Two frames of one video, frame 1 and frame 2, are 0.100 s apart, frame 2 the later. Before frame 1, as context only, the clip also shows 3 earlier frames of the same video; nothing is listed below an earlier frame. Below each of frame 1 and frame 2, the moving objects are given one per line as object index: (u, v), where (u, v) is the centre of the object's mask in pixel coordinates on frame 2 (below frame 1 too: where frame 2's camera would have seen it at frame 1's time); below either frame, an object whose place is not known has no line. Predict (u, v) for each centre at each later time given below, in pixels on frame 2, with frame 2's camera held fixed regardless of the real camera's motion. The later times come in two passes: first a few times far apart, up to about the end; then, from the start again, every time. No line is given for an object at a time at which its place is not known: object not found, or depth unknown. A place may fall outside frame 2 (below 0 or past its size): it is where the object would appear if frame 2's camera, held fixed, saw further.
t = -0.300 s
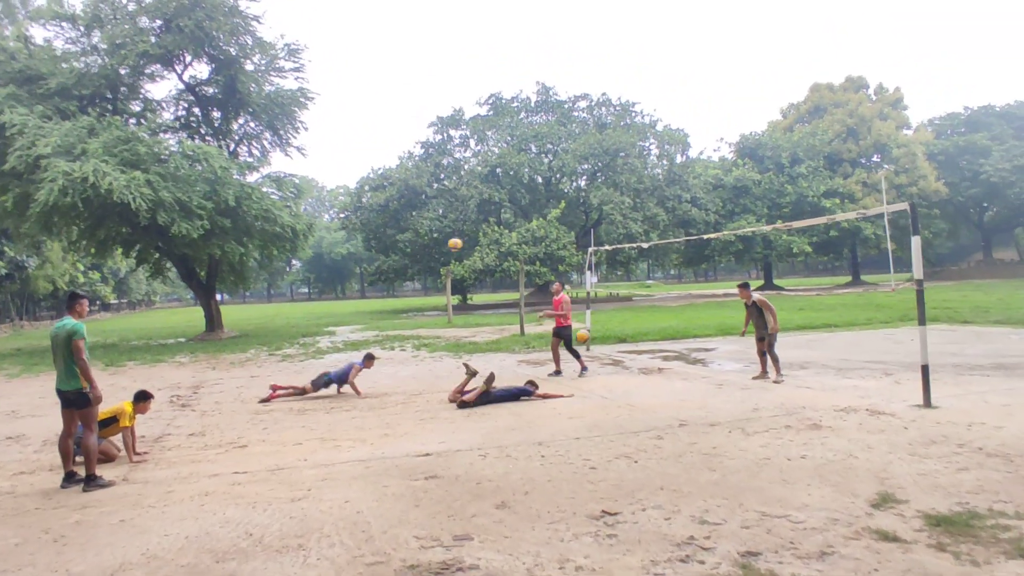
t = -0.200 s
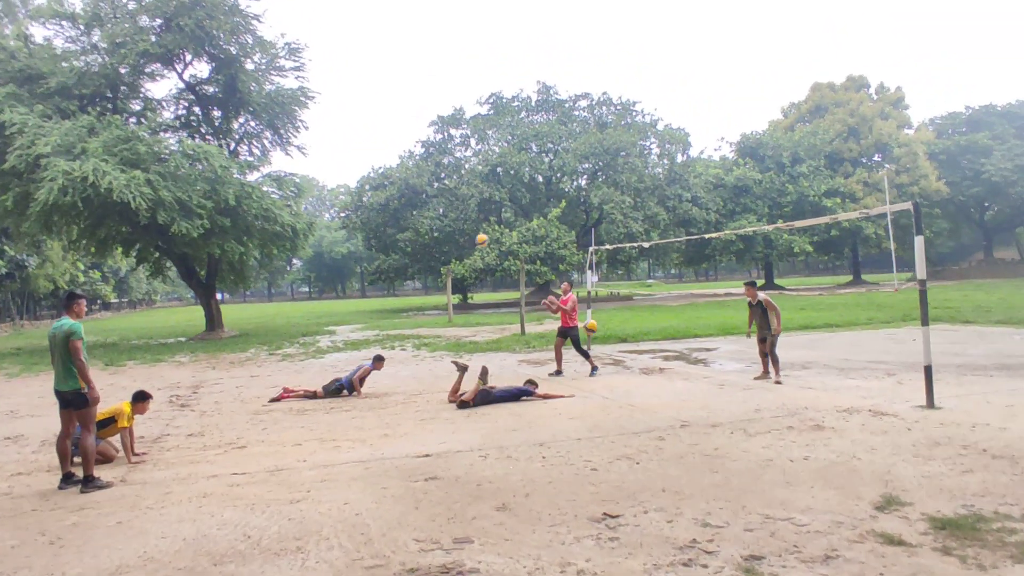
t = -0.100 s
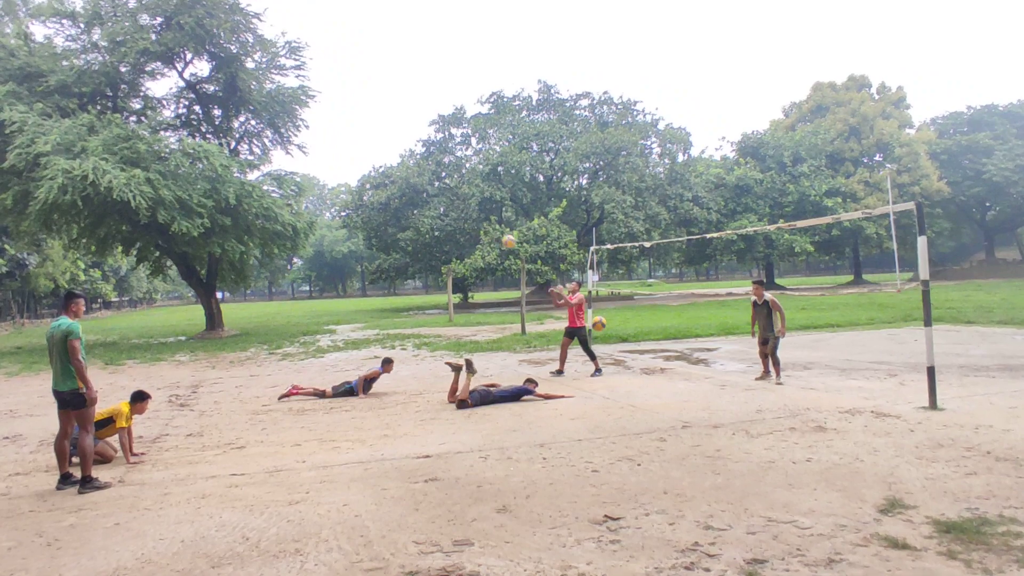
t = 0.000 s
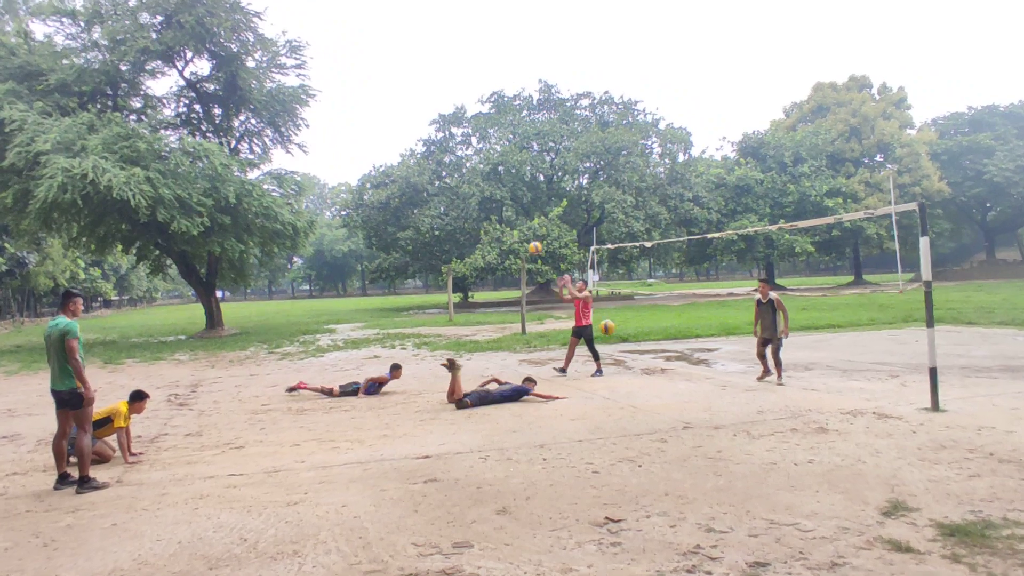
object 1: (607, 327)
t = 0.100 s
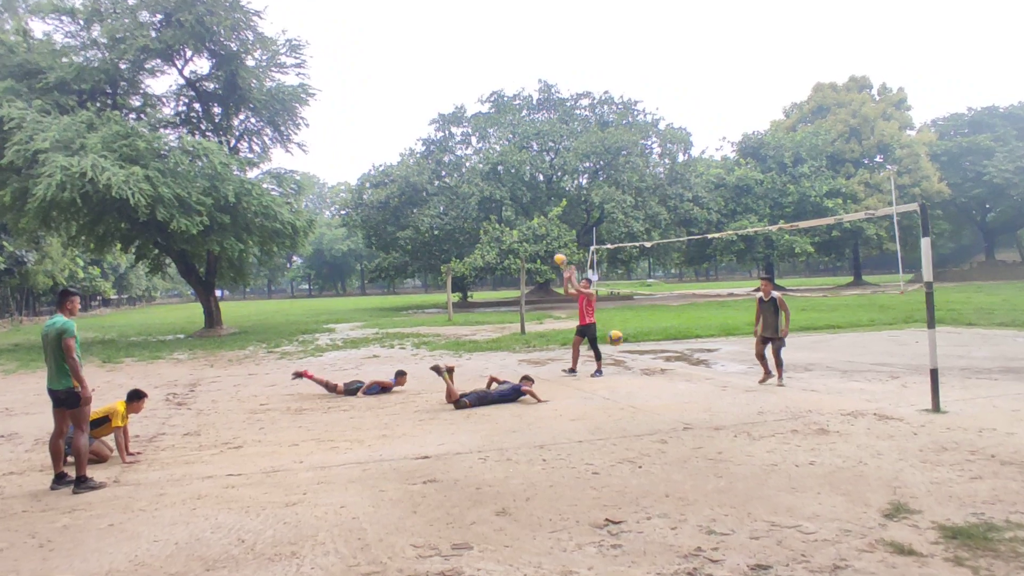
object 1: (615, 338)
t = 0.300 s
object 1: (633, 383)
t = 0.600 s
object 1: (653, 359)
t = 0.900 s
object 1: (675, 361)
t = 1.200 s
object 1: (693, 399)
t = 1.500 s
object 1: (721, 374)
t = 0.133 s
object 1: (618, 343)
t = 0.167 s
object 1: (621, 349)
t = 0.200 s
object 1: (624, 357)
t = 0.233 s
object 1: (627, 365)
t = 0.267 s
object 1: (630, 373)
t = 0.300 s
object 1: (633, 383)
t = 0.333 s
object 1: (635, 393)
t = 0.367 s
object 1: (638, 403)
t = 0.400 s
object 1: (639, 395)
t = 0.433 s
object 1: (642, 387)
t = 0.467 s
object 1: (644, 380)
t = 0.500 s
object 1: (646, 375)
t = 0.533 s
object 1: (649, 368)
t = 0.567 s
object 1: (651, 363)
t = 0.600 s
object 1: (653, 359)
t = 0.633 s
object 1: (655, 356)
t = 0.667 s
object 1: (658, 354)
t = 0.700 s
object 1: (661, 353)
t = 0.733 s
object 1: (663, 352)
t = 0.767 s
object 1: (666, 352)
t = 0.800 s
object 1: (668, 353)
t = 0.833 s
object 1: (670, 355)
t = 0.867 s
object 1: (672, 358)
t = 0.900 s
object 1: (675, 361)
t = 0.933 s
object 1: (677, 365)
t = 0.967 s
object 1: (679, 371)
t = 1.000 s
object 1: (681, 378)
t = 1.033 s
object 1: (683, 384)
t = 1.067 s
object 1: (684, 393)
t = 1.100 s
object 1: (685, 401)
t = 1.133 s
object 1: (686, 412)
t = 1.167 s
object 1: (690, 406)
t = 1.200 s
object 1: (693, 399)
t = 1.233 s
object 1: (697, 393)
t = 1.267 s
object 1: (701, 387)
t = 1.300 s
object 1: (704, 383)
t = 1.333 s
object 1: (707, 380)
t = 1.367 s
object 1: (710, 377)
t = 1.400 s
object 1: (713, 375)
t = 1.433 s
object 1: (716, 373)
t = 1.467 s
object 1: (718, 373)
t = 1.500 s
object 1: (721, 374)
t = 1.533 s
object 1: (723, 376)
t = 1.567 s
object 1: (725, 378)
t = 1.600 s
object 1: (727, 382)
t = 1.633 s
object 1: (729, 387)
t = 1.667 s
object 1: (731, 392)
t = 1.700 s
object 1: (734, 398)
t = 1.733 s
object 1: (735, 406)
